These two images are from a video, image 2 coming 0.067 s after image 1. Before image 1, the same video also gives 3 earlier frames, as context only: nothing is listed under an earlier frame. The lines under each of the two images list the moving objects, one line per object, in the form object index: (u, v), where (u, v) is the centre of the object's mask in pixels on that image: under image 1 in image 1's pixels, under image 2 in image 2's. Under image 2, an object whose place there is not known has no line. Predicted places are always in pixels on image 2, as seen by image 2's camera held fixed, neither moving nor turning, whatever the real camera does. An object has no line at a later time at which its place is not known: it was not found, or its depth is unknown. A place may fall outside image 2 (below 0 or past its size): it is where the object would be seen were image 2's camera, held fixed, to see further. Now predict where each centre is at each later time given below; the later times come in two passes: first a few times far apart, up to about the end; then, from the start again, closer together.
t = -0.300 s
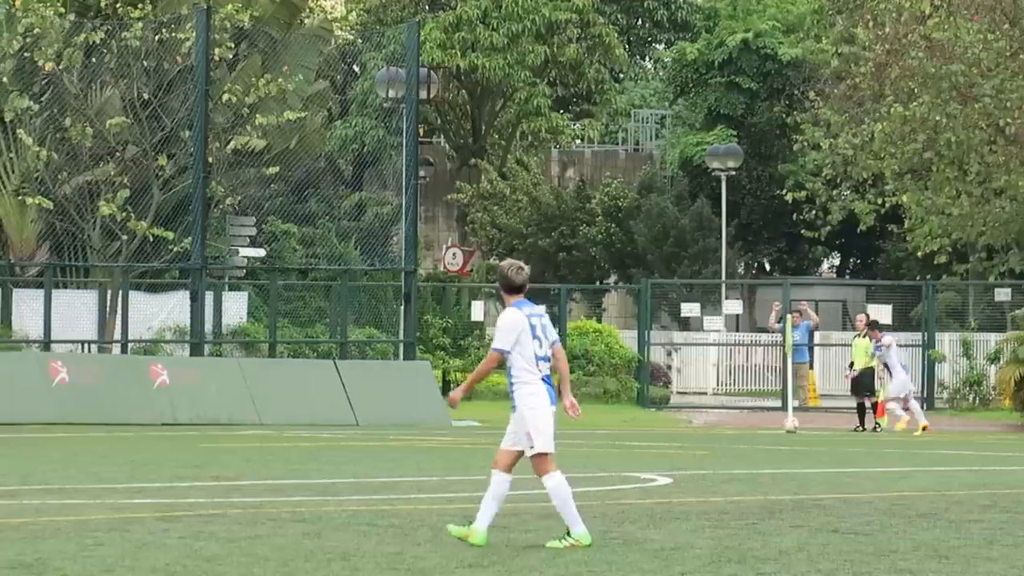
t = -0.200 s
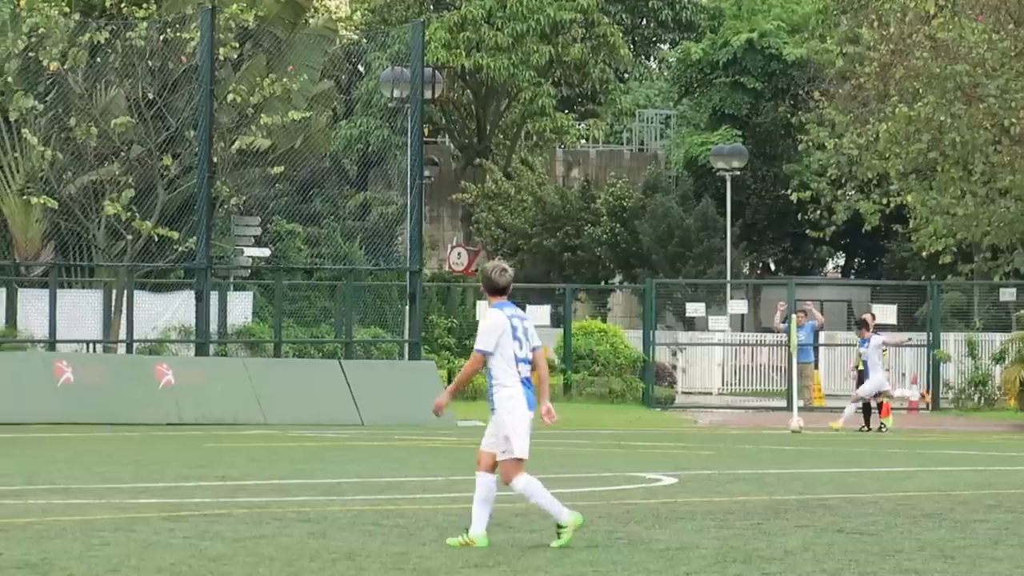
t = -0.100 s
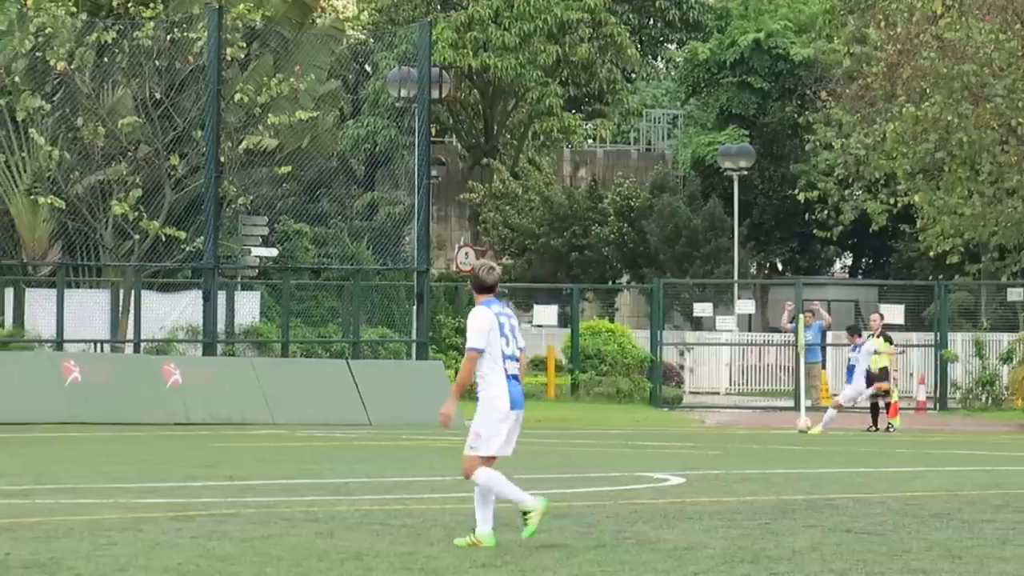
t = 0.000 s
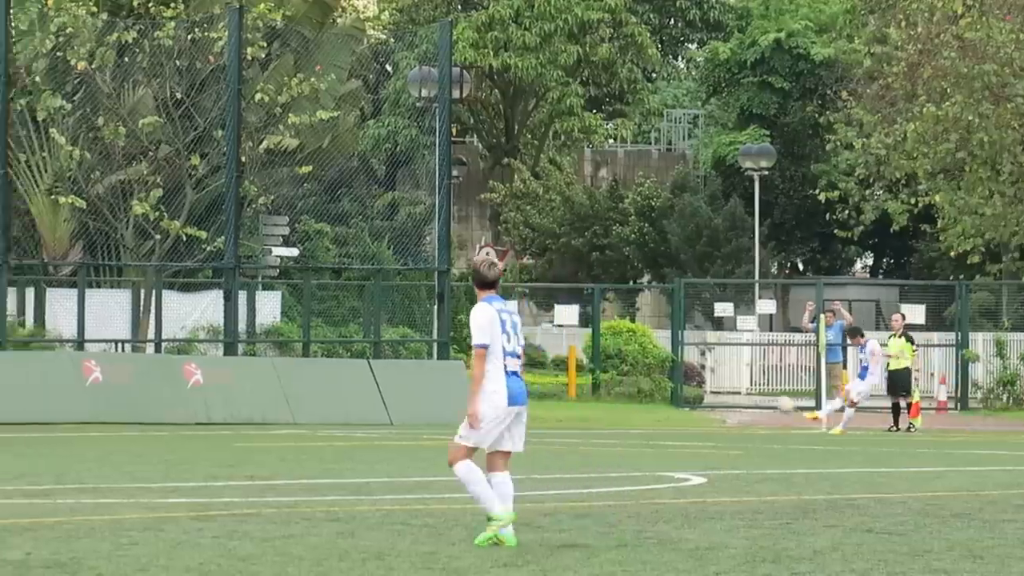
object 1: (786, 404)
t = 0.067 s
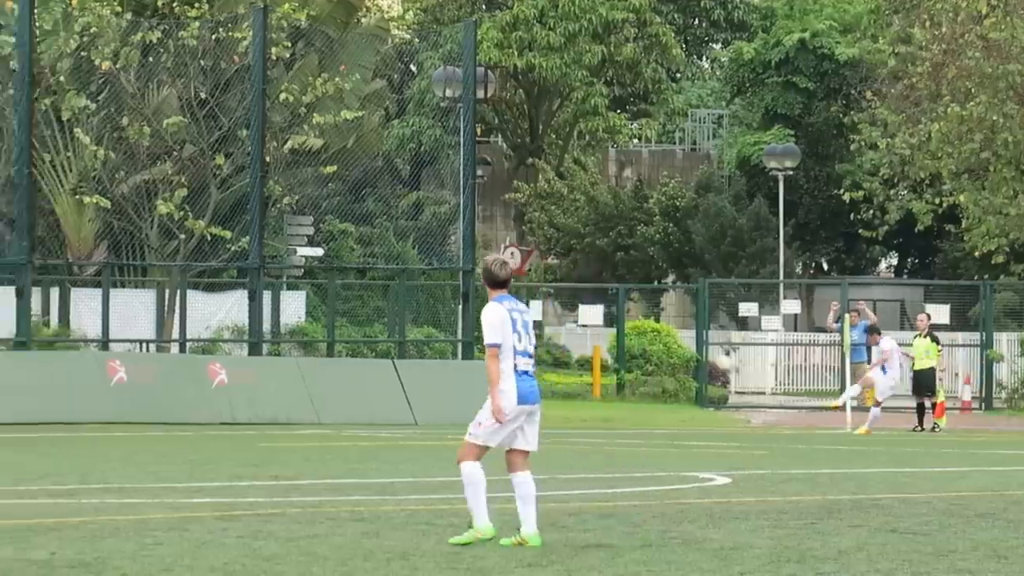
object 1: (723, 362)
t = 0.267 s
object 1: (474, 262)
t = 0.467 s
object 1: (227, 180)
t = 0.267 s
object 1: (474, 262)
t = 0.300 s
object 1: (432, 249)
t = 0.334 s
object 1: (391, 234)
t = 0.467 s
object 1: (227, 180)
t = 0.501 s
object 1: (186, 169)
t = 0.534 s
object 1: (144, 158)
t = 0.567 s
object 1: (104, 147)
